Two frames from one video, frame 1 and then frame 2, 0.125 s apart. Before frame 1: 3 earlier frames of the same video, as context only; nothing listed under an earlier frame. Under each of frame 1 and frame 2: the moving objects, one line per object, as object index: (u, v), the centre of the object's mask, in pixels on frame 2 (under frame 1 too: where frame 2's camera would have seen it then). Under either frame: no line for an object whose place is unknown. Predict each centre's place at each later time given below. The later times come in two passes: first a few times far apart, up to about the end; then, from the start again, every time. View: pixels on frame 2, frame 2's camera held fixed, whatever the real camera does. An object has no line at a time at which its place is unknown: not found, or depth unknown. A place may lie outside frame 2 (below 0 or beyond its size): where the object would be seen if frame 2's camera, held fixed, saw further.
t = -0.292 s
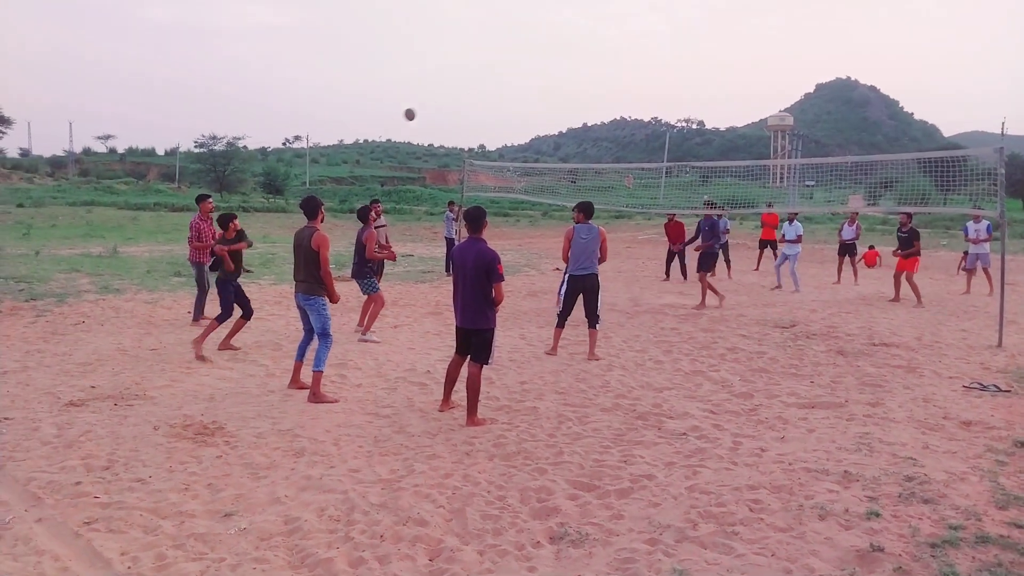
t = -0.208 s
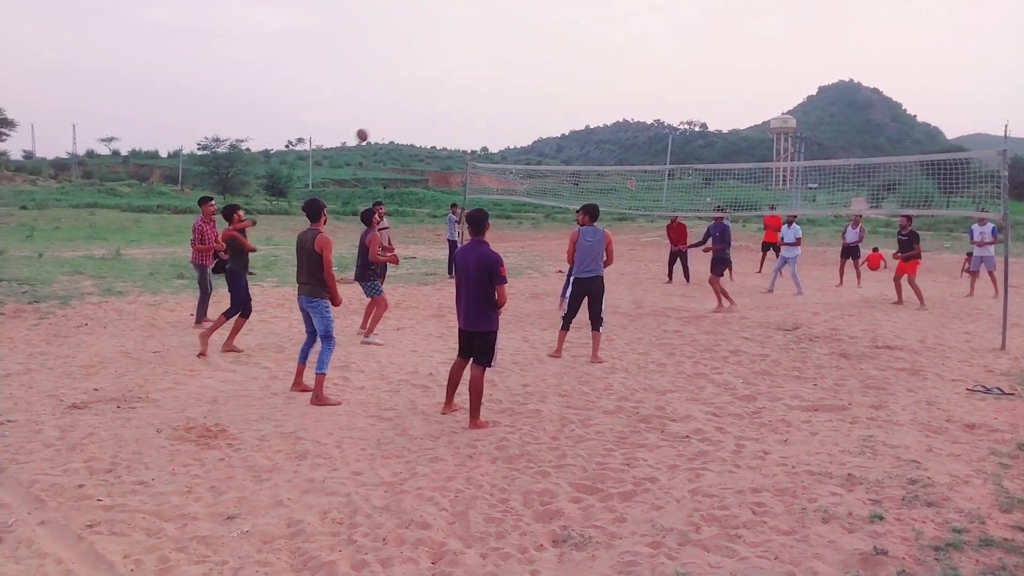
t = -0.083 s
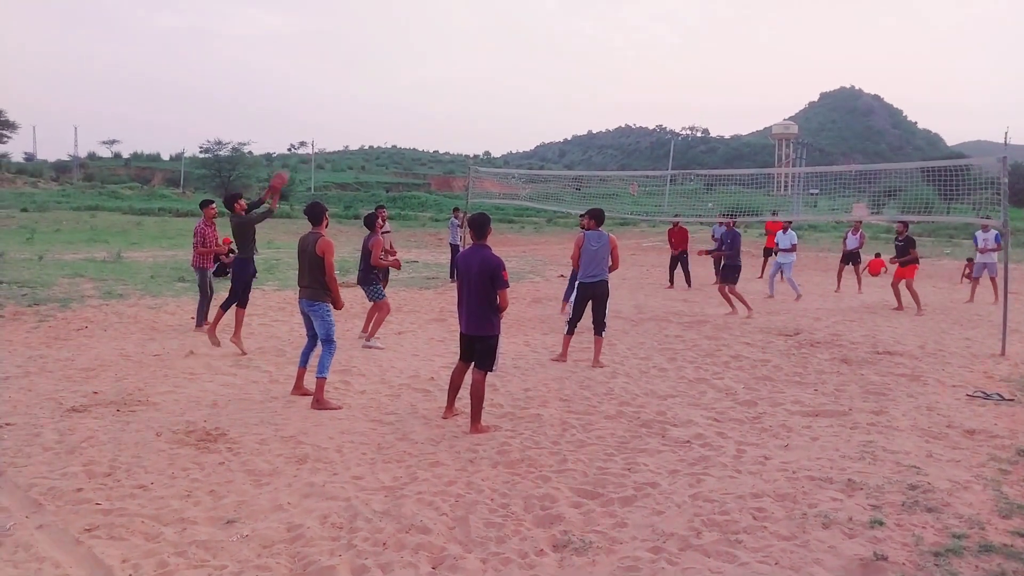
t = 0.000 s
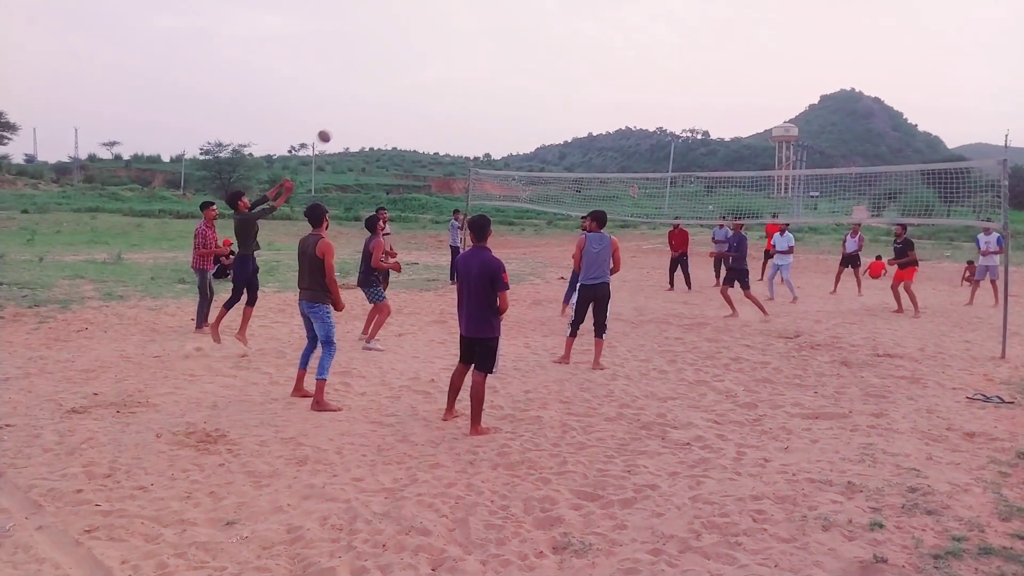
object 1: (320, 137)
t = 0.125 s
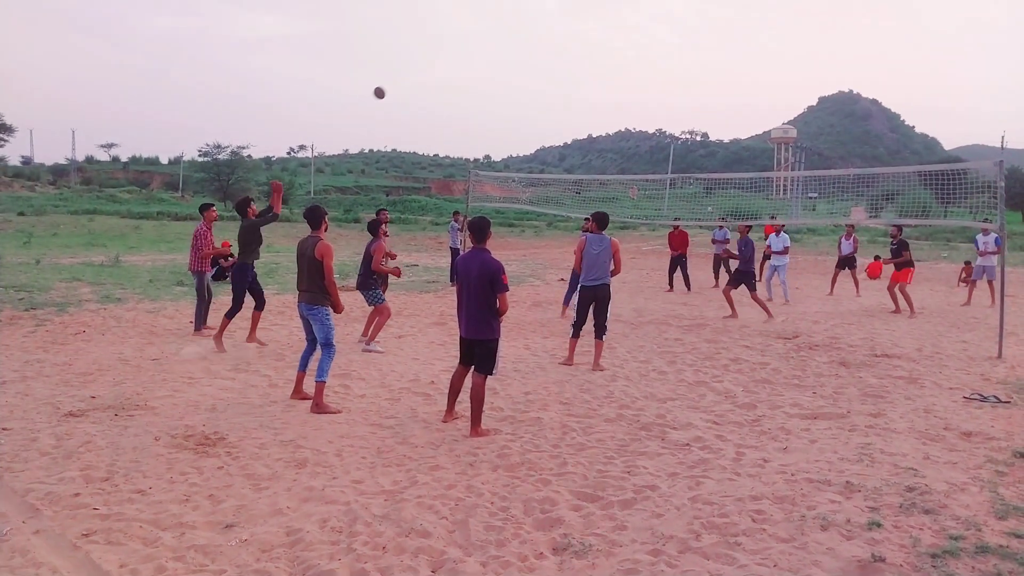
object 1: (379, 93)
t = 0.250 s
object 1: (428, 66)
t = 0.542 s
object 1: (518, 56)
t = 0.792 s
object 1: (572, 89)
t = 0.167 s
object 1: (397, 82)
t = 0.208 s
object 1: (413, 73)
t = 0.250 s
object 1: (428, 66)
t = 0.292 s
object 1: (444, 61)
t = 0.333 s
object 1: (457, 57)
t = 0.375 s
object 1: (469, 55)
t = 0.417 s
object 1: (482, 54)
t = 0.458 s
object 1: (494, 54)
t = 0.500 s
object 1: (507, 55)
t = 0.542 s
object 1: (518, 56)
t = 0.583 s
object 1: (528, 57)
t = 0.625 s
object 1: (535, 63)
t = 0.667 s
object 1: (542, 69)
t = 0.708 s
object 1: (551, 74)
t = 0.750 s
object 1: (562, 81)
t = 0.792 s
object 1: (572, 89)
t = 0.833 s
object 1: (580, 97)
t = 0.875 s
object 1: (588, 105)
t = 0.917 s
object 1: (594, 112)
